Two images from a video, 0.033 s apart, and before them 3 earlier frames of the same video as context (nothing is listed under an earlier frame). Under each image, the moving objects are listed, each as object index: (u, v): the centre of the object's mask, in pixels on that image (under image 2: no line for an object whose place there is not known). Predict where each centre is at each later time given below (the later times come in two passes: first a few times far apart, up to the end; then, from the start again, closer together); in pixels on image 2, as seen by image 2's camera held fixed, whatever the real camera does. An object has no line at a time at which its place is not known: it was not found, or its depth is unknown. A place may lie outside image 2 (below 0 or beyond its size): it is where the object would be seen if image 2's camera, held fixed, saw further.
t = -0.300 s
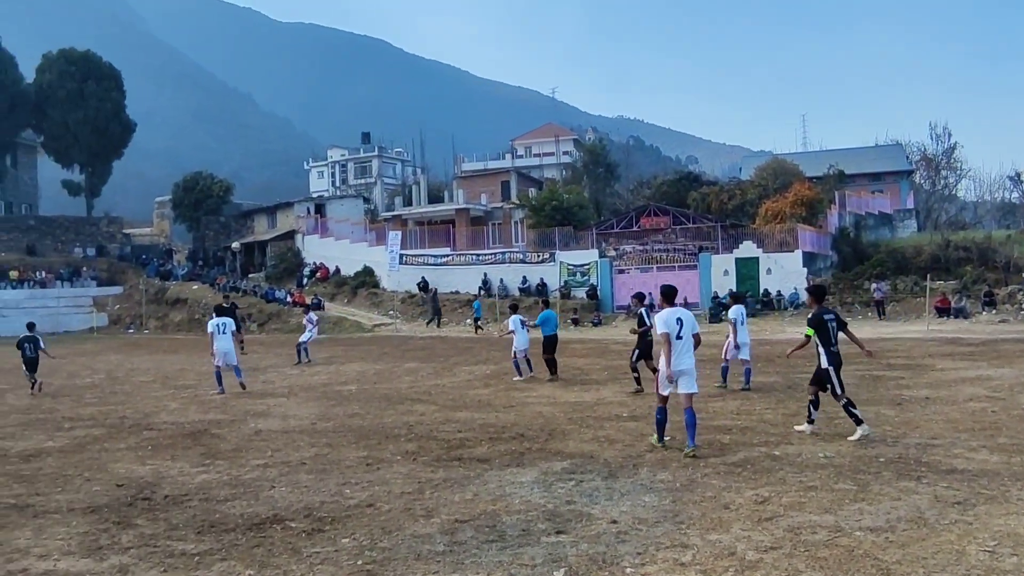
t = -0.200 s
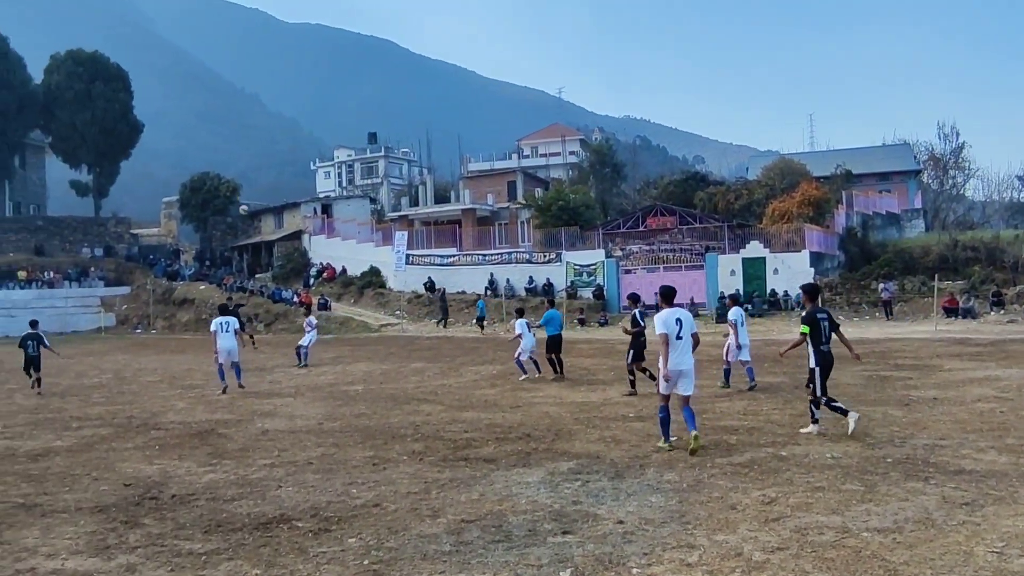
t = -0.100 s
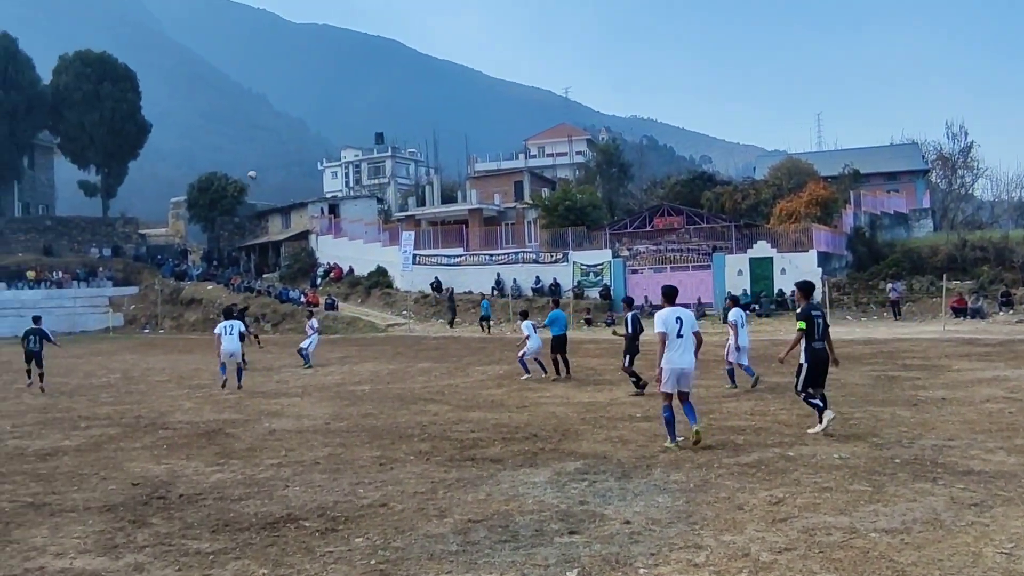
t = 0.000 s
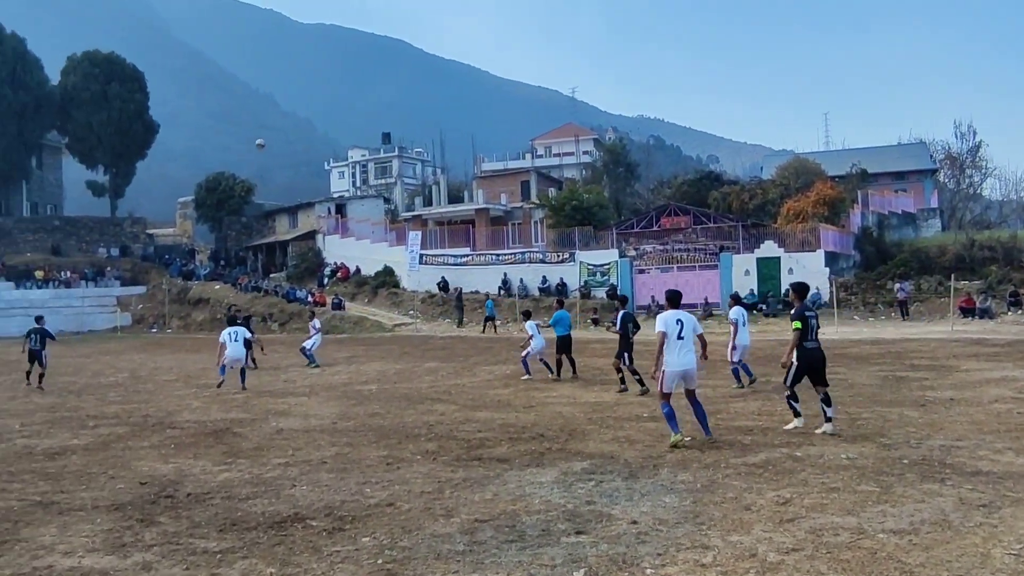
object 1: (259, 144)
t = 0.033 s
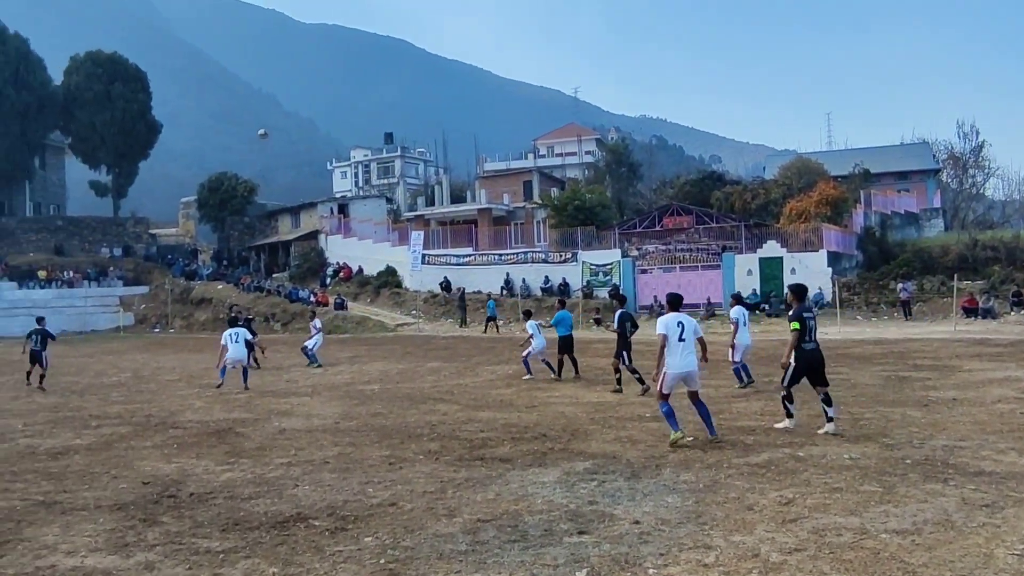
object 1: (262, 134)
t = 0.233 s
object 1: (266, 82)
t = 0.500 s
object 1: (271, 34)
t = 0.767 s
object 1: (273, 15)
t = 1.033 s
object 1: (274, 34)
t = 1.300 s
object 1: (275, 102)
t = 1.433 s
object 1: (279, 161)
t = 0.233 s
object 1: (266, 82)
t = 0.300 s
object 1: (268, 67)
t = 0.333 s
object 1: (268, 61)
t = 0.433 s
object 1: (274, 43)
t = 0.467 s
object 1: (274, 39)
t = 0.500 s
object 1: (271, 34)
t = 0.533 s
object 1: (272, 31)
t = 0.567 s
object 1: (272, 26)
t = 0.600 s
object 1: (272, 24)
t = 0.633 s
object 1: (272, 21)
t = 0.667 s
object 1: (272, 18)
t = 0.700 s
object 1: (273, 17)
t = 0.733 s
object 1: (273, 16)
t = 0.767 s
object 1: (273, 15)
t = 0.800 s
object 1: (273, 15)
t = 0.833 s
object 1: (273, 16)
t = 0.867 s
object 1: (274, 17)
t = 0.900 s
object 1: (273, 19)
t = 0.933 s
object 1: (273, 22)
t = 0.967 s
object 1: (273, 25)
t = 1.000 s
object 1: (273, 29)
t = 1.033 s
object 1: (274, 34)
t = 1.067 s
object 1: (274, 39)
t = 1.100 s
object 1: (274, 46)
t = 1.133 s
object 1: (274, 53)
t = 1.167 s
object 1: (274, 61)
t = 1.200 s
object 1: (274, 70)
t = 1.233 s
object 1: (275, 80)
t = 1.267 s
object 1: (275, 91)
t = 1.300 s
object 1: (275, 102)
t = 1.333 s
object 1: (277, 115)
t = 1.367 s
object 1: (277, 130)
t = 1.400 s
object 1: (278, 144)
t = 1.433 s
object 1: (279, 161)
